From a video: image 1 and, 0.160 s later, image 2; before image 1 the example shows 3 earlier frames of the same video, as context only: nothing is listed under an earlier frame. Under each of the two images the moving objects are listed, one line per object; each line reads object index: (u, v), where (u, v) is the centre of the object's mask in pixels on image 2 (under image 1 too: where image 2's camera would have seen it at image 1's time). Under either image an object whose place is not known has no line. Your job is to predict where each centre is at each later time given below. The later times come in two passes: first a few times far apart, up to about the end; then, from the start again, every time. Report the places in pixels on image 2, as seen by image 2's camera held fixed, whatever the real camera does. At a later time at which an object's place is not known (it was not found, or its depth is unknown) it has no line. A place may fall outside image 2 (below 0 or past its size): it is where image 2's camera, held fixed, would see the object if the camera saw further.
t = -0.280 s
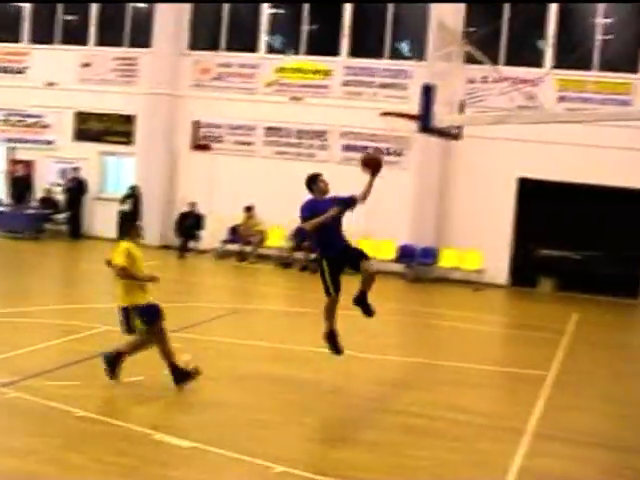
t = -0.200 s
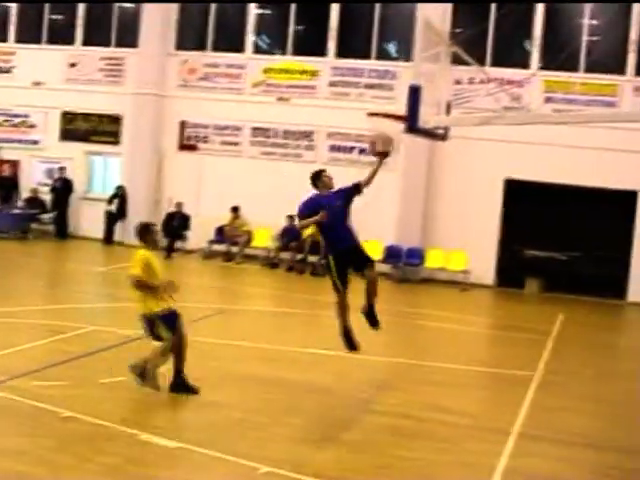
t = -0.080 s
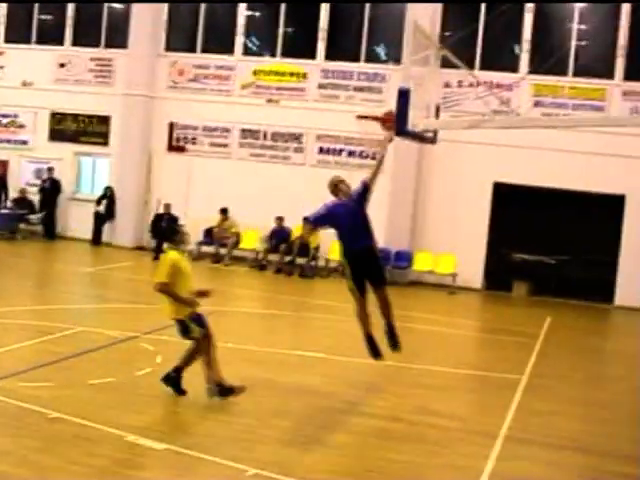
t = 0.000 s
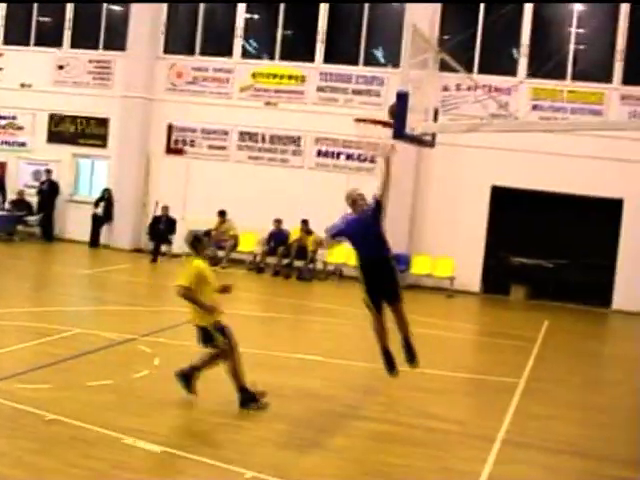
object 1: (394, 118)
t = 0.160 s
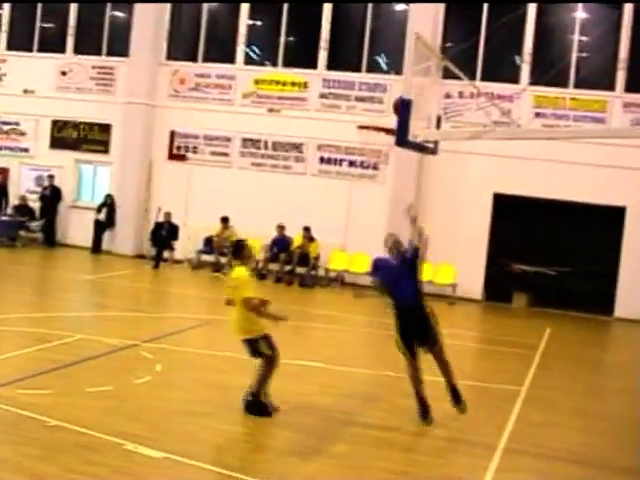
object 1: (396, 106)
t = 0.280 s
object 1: (389, 110)
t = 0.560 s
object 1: (374, 147)
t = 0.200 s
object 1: (394, 105)
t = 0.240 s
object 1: (392, 107)
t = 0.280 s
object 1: (389, 110)
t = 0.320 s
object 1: (387, 114)
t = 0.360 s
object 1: (382, 120)
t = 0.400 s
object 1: (377, 127)
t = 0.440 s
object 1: (372, 138)
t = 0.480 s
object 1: (369, 143)
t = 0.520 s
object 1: (369, 145)
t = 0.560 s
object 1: (374, 147)
